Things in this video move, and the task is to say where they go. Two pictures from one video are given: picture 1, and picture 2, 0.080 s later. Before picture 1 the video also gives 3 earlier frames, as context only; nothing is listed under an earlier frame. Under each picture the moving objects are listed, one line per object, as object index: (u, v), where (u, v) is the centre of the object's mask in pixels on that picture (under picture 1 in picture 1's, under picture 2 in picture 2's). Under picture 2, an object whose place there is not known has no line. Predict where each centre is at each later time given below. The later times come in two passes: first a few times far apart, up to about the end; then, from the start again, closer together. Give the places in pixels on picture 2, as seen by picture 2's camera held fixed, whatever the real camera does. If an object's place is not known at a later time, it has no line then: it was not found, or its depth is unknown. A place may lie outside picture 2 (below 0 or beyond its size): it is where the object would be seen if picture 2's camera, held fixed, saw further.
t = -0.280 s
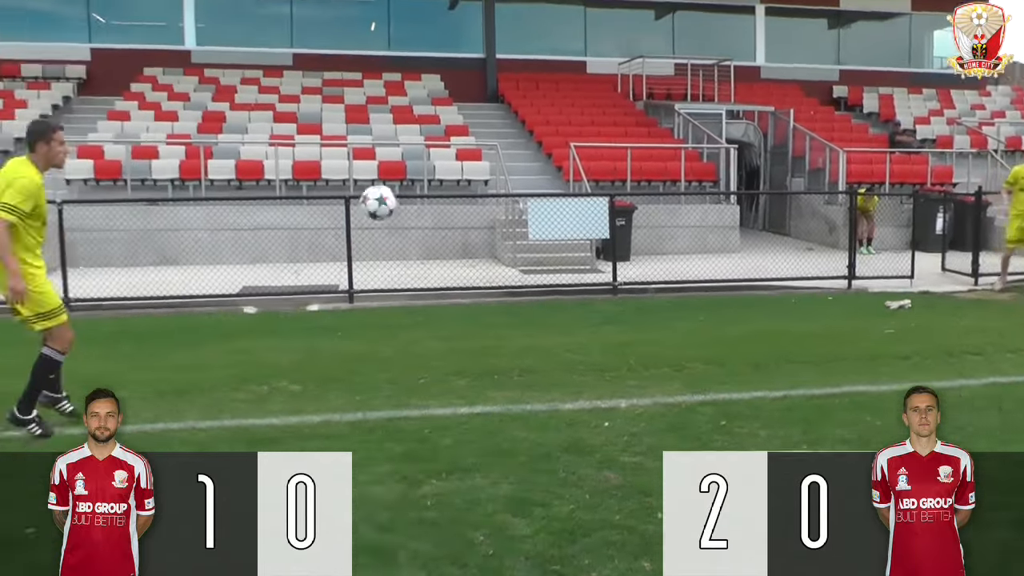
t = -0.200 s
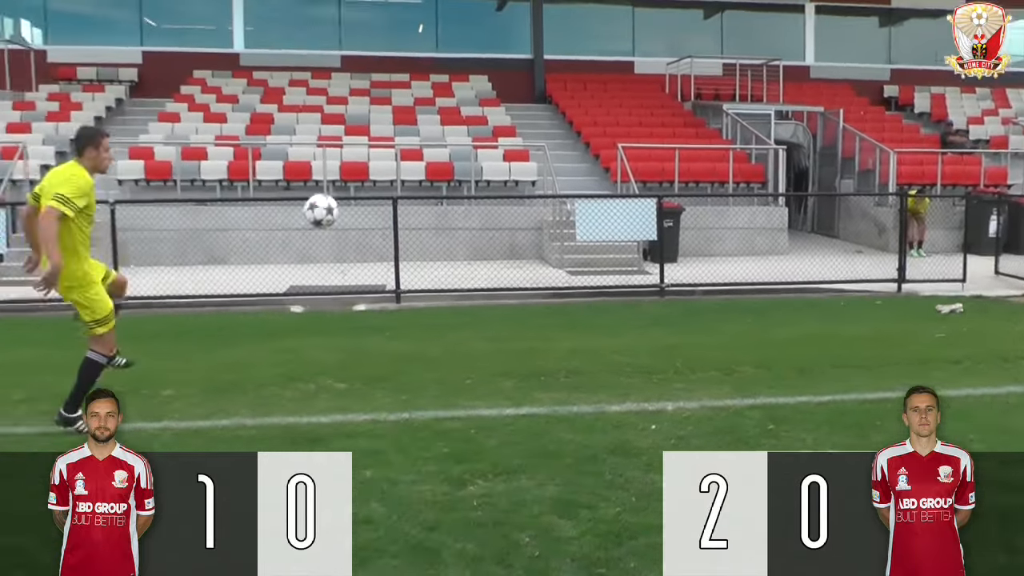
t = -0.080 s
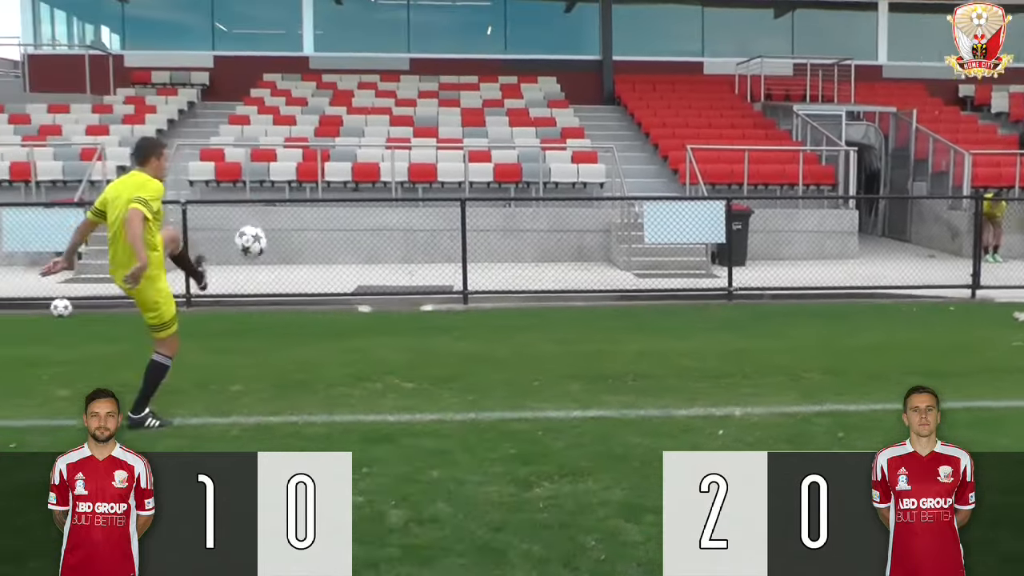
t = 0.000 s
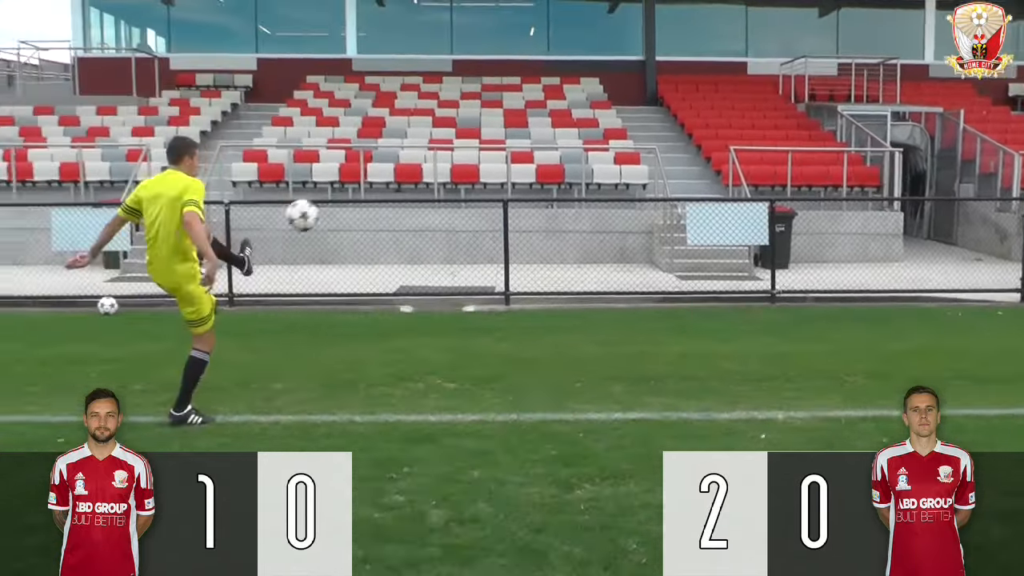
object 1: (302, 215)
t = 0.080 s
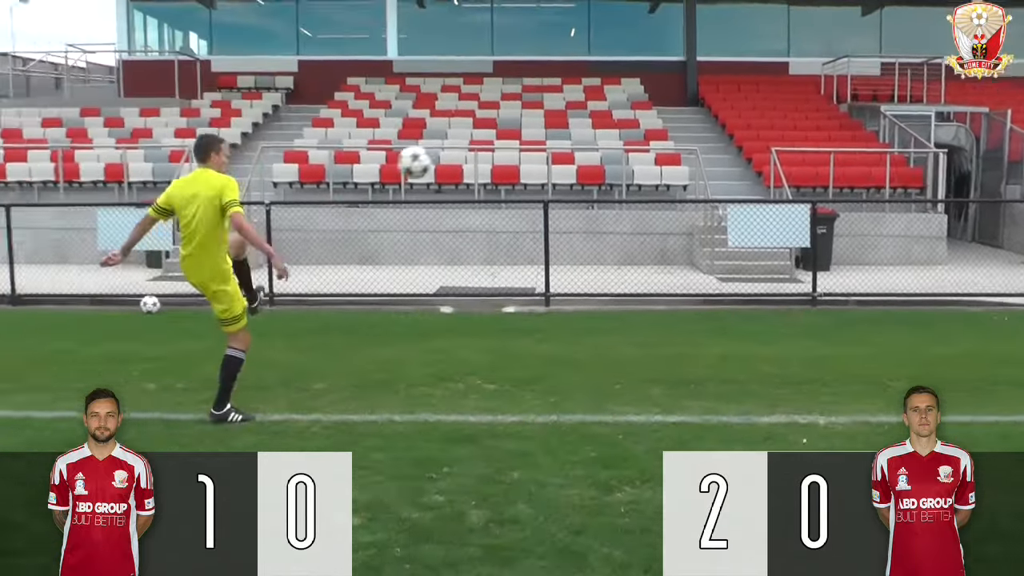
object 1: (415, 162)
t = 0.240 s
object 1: (572, 78)
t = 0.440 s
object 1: (773, 23)
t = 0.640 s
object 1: (978, 28)
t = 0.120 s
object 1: (453, 137)
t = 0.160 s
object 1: (491, 115)
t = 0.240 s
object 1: (572, 78)
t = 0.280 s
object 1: (613, 62)
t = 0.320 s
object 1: (653, 50)
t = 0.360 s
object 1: (694, 38)
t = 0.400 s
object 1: (734, 29)
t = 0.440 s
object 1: (773, 23)
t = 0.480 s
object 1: (814, 20)
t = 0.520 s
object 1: (855, 18)
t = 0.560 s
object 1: (896, 18)
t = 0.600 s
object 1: (937, 22)
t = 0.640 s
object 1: (978, 28)
